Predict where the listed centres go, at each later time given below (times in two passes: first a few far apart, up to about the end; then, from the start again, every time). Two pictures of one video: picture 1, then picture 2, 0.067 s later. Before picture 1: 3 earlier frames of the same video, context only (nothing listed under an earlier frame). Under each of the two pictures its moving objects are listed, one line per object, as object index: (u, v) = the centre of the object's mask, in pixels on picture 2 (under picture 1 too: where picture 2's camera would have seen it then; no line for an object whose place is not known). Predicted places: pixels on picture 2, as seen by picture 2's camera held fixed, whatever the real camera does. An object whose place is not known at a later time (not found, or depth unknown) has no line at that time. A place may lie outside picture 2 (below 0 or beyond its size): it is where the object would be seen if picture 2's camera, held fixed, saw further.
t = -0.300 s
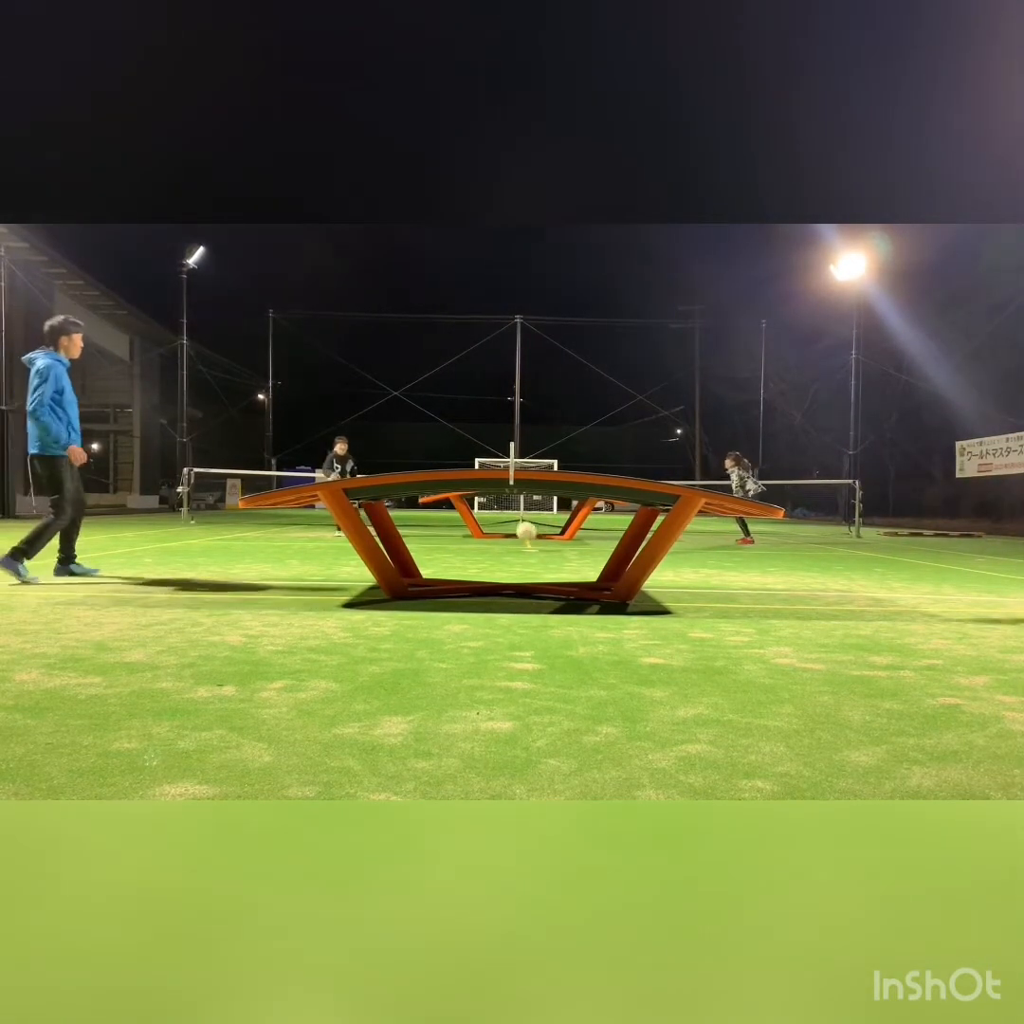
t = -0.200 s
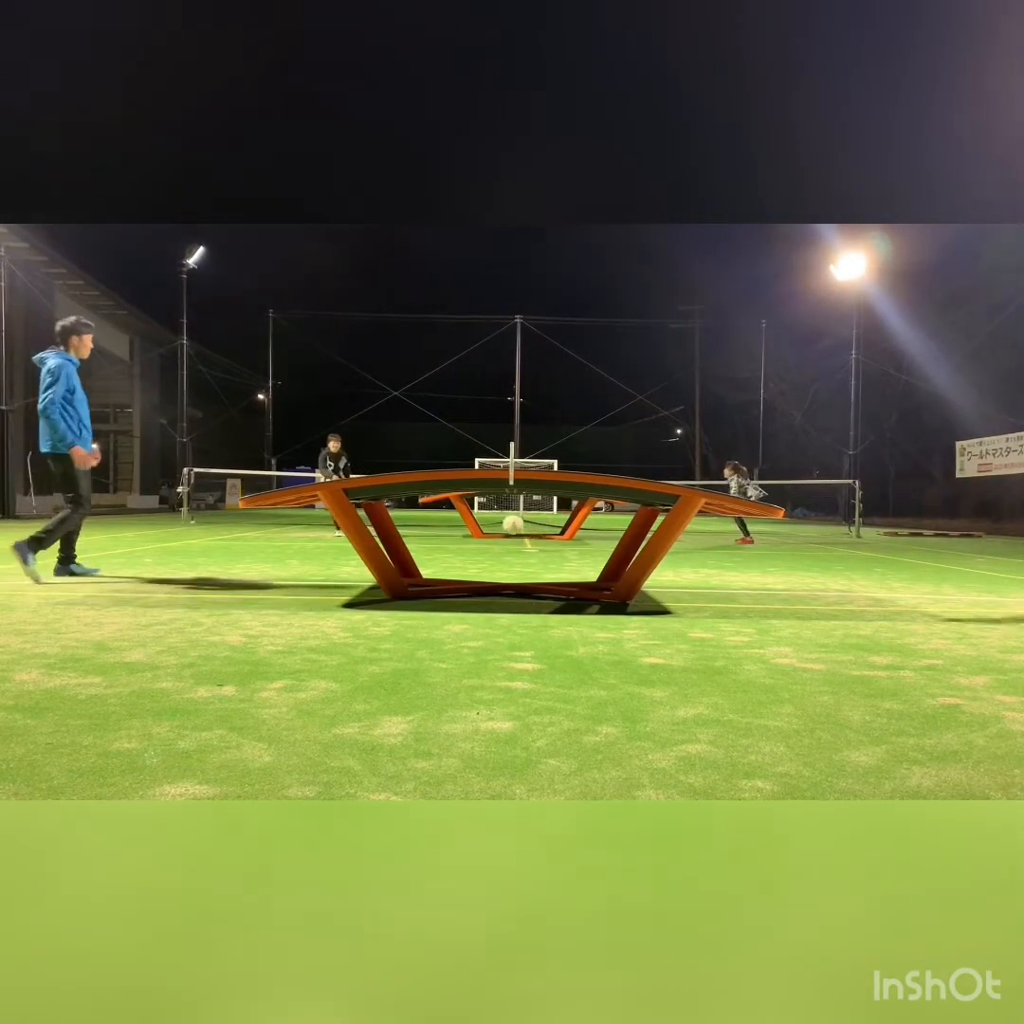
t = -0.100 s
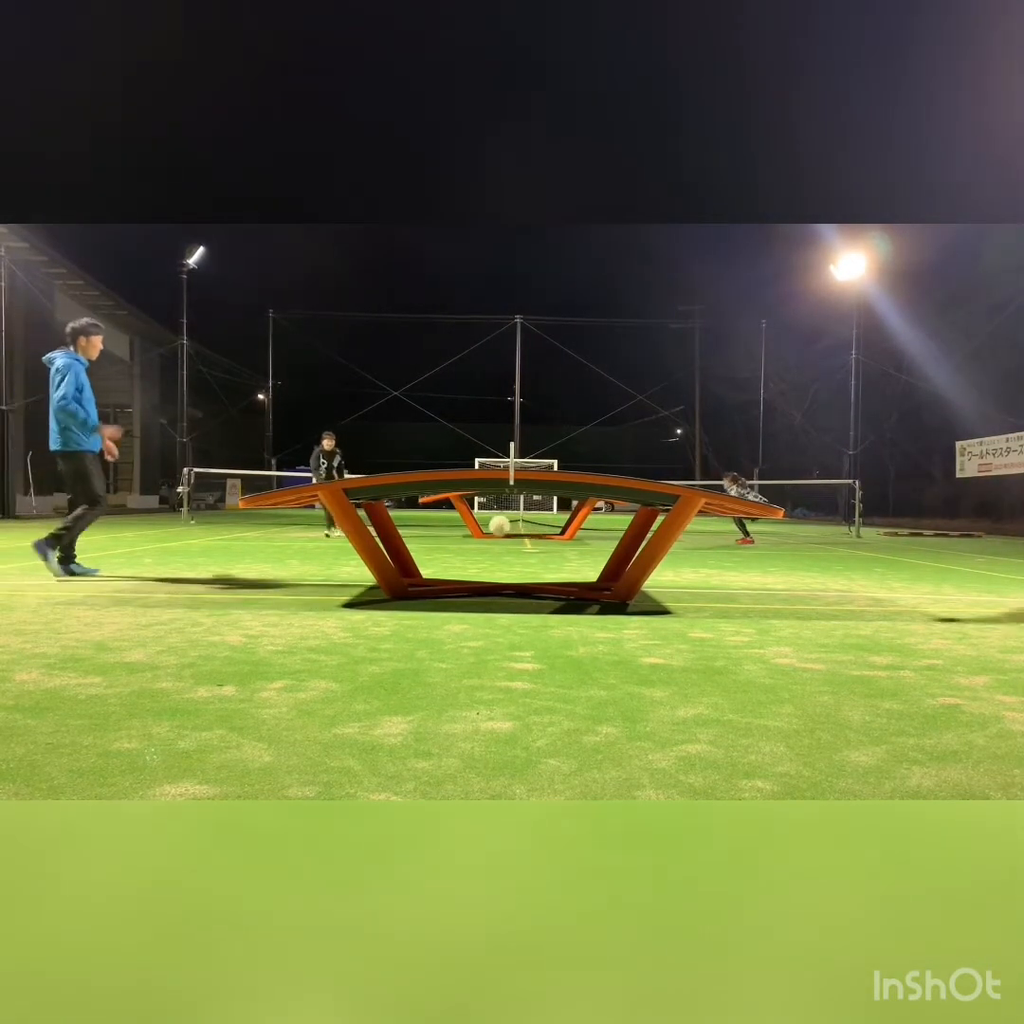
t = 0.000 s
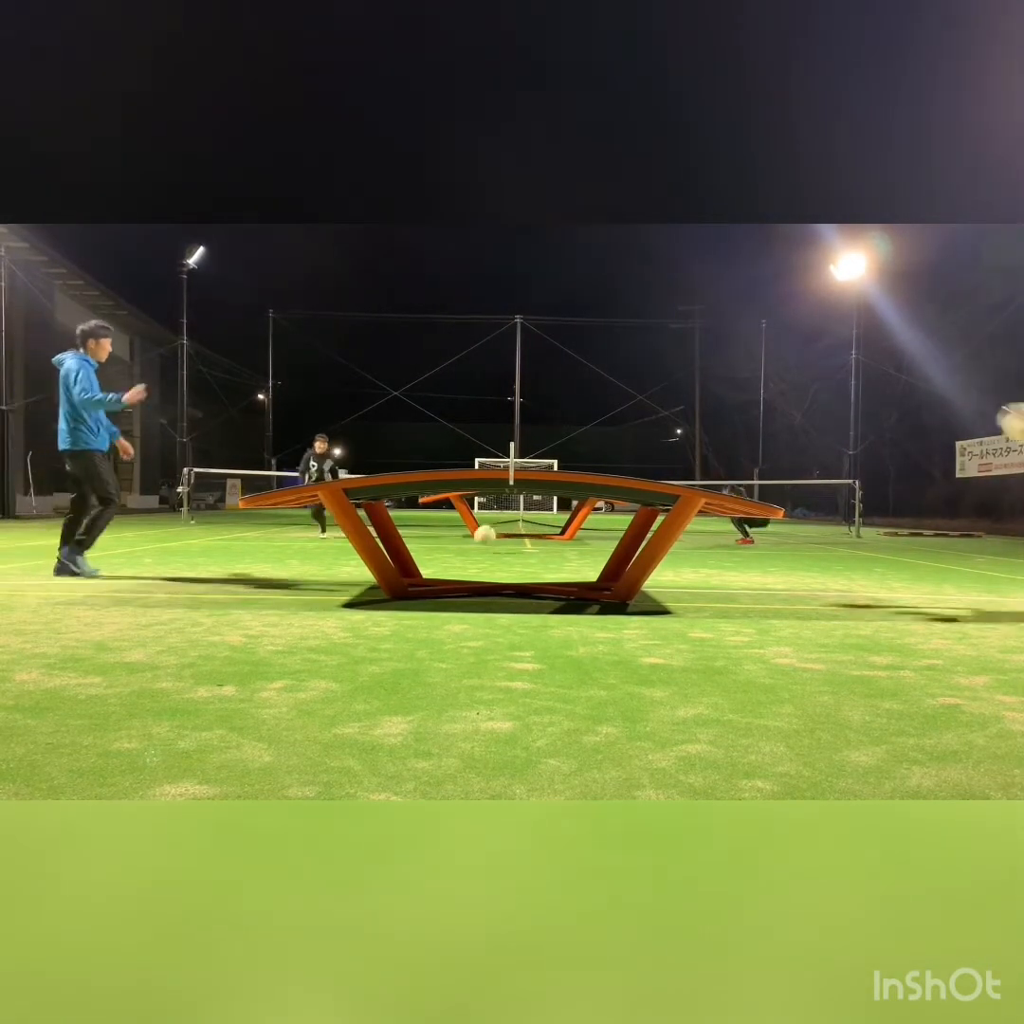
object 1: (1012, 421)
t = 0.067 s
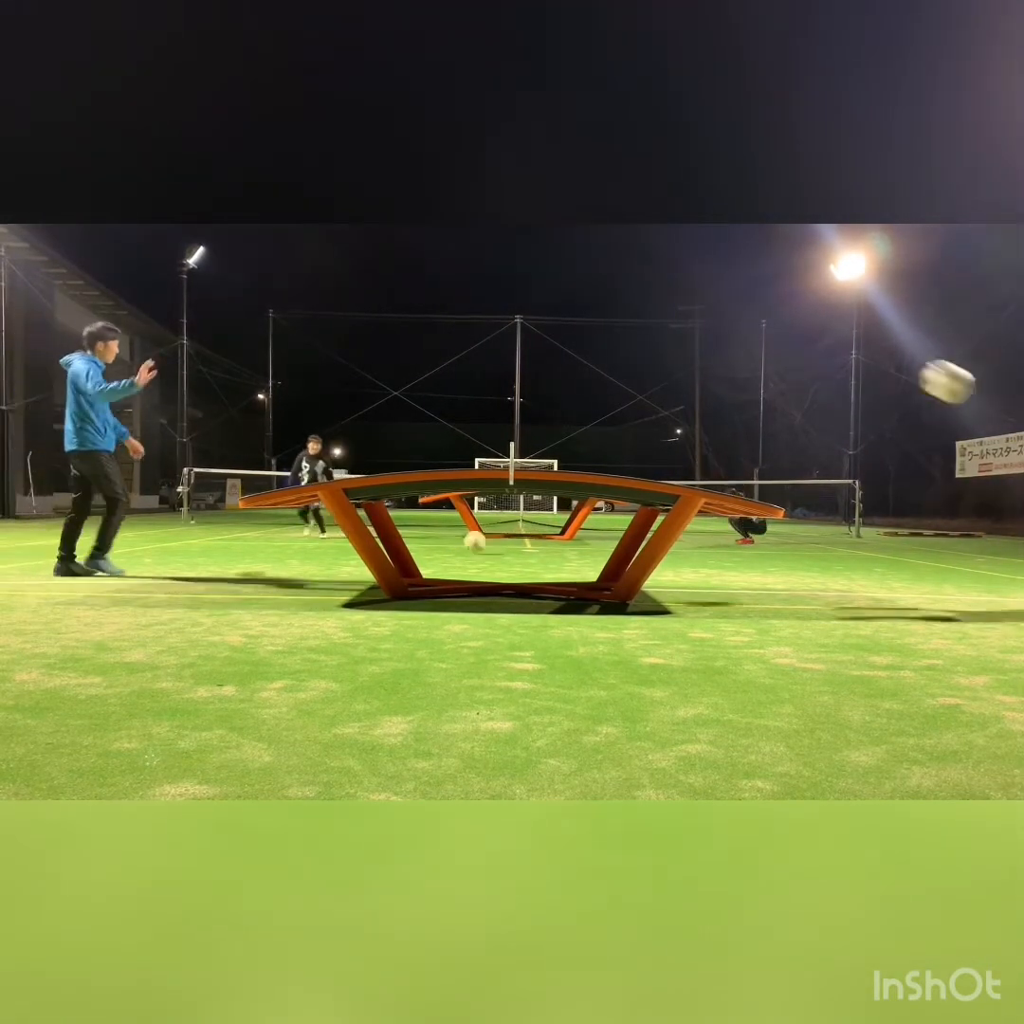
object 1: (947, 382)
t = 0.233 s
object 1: (758, 306)
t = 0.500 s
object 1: (473, 279)
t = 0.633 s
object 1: (338, 305)
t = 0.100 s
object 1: (909, 363)
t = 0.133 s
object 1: (871, 345)
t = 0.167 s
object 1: (833, 330)
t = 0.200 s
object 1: (795, 317)
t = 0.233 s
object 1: (758, 306)
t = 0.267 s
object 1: (721, 296)
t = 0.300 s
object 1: (685, 289)
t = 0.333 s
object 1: (649, 283)
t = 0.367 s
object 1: (613, 279)
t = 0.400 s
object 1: (577, 276)
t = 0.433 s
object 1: (542, 275)
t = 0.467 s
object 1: (508, 276)
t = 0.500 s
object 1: (473, 279)
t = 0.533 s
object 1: (439, 283)
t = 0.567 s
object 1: (405, 288)
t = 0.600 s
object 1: (372, 296)
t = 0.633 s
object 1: (338, 305)
